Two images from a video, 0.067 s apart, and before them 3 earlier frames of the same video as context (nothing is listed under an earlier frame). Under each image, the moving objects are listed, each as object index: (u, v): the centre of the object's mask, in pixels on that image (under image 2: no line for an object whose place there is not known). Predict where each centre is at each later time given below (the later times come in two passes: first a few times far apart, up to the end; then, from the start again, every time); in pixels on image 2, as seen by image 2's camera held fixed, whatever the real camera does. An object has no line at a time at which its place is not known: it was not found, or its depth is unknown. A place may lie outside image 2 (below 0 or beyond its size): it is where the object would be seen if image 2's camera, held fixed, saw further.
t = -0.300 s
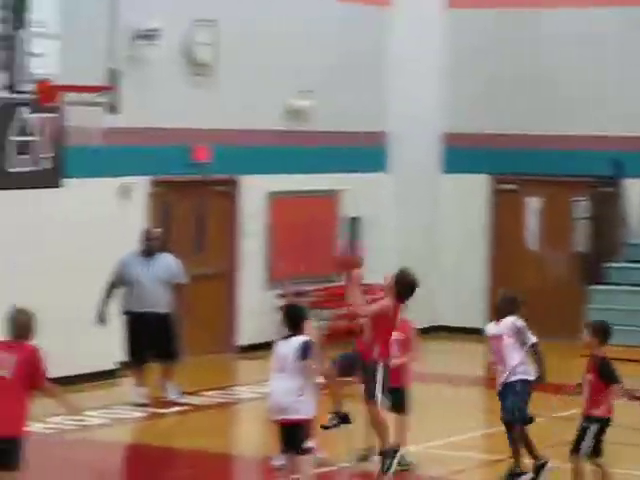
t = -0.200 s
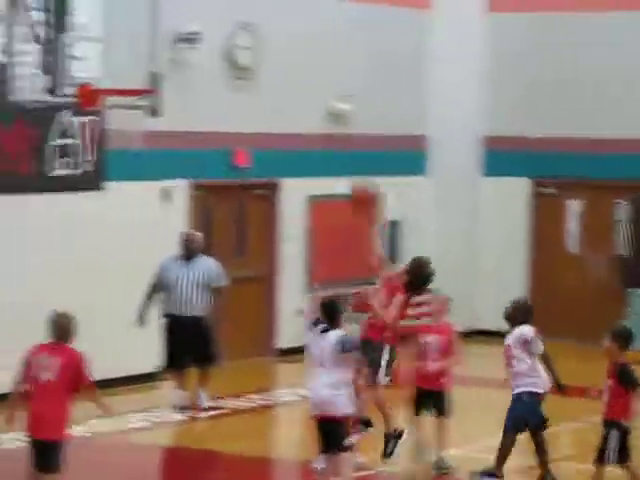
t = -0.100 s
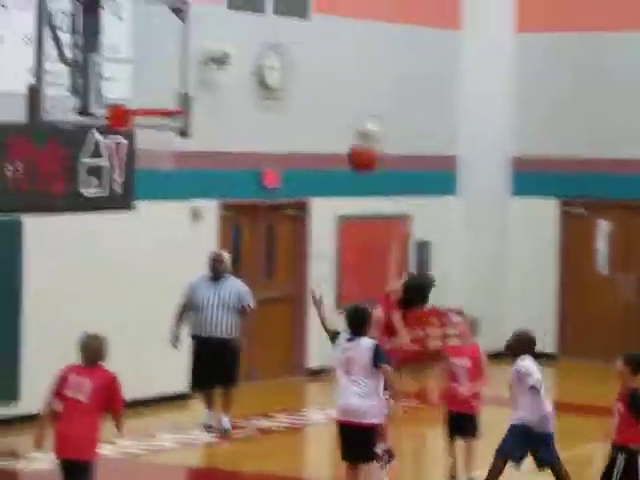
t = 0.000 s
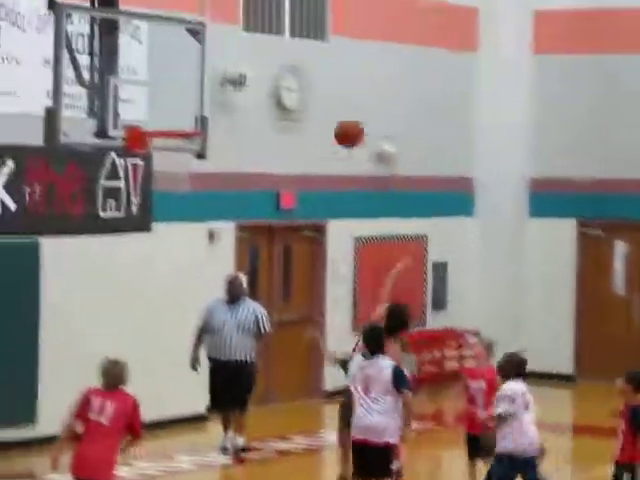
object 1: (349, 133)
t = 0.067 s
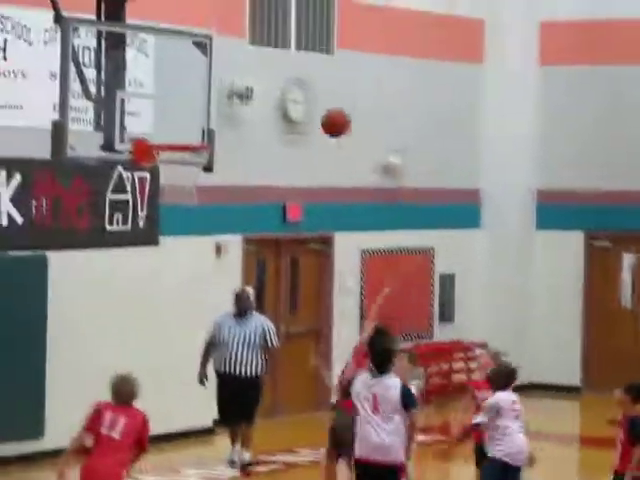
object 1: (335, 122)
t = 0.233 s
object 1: (285, 89)
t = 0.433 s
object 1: (226, 95)
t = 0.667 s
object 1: (163, 162)
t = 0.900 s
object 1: (168, 228)
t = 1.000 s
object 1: (169, 275)
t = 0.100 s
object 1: (325, 113)
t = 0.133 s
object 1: (315, 104)
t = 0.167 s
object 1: (305, 97)
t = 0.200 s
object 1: (296, 92)
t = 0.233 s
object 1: (285, 89)
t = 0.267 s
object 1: (275, 87)
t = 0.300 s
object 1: (265, 85)
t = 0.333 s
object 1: (256, 86)
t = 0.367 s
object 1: (245, 88)
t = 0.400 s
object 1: (237, 91)
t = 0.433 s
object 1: (226, 95)
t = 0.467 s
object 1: (216, 103)
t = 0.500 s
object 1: (205, 109)
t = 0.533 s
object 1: (194, 118)
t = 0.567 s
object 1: (187, 127)
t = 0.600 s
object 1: (175, 135)
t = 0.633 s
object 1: (165, 148)
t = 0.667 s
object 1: (163, 162)
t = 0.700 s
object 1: (160, 173)
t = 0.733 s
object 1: (162, 180)
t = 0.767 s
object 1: (162, 186)
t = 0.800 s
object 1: (163, 193)
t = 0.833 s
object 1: (163, 204)
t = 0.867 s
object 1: (166, 215)
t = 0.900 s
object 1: (168, 228)
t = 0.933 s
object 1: (167, 243)
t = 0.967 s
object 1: (168, 258)
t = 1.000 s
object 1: (169, 275)
